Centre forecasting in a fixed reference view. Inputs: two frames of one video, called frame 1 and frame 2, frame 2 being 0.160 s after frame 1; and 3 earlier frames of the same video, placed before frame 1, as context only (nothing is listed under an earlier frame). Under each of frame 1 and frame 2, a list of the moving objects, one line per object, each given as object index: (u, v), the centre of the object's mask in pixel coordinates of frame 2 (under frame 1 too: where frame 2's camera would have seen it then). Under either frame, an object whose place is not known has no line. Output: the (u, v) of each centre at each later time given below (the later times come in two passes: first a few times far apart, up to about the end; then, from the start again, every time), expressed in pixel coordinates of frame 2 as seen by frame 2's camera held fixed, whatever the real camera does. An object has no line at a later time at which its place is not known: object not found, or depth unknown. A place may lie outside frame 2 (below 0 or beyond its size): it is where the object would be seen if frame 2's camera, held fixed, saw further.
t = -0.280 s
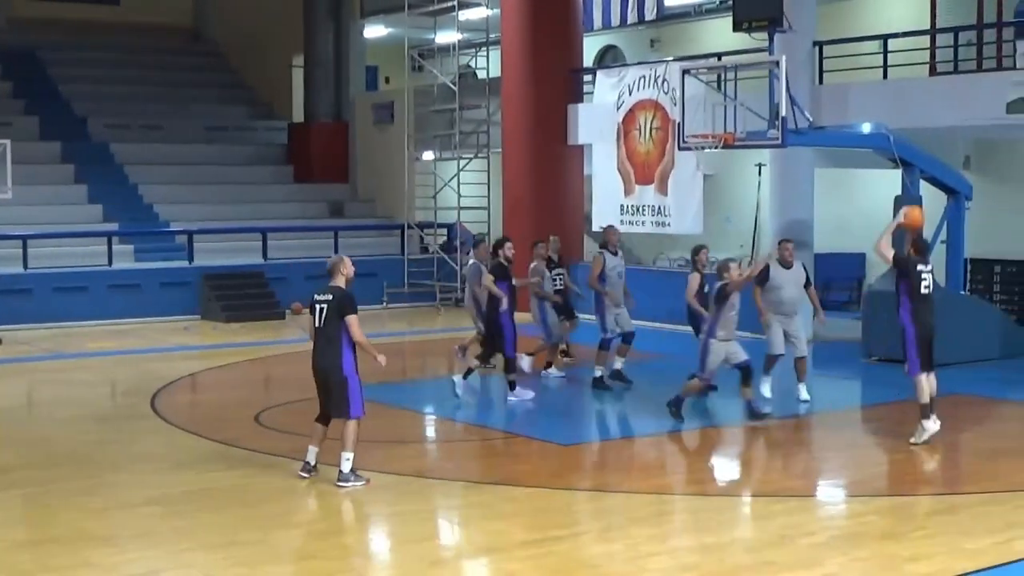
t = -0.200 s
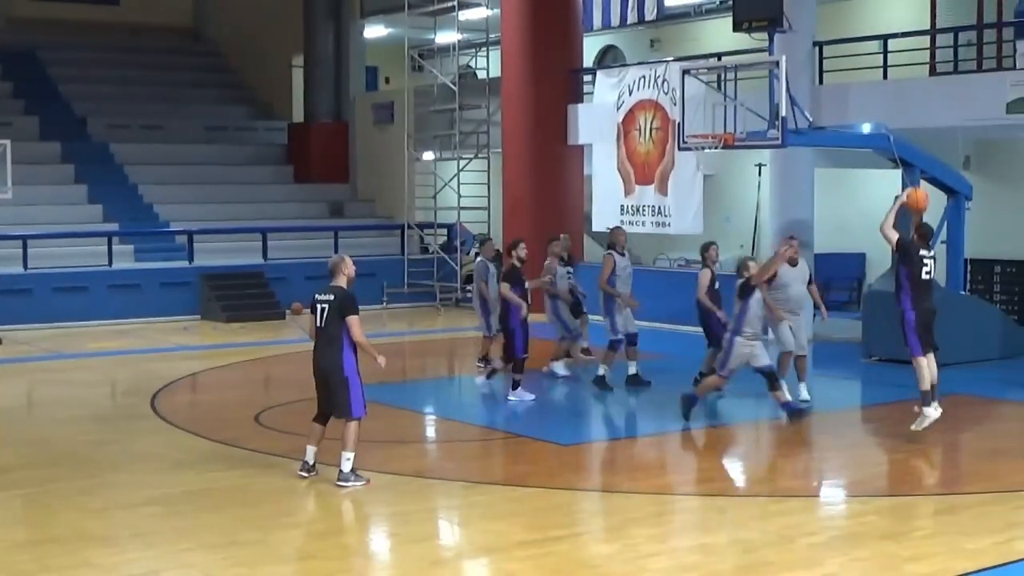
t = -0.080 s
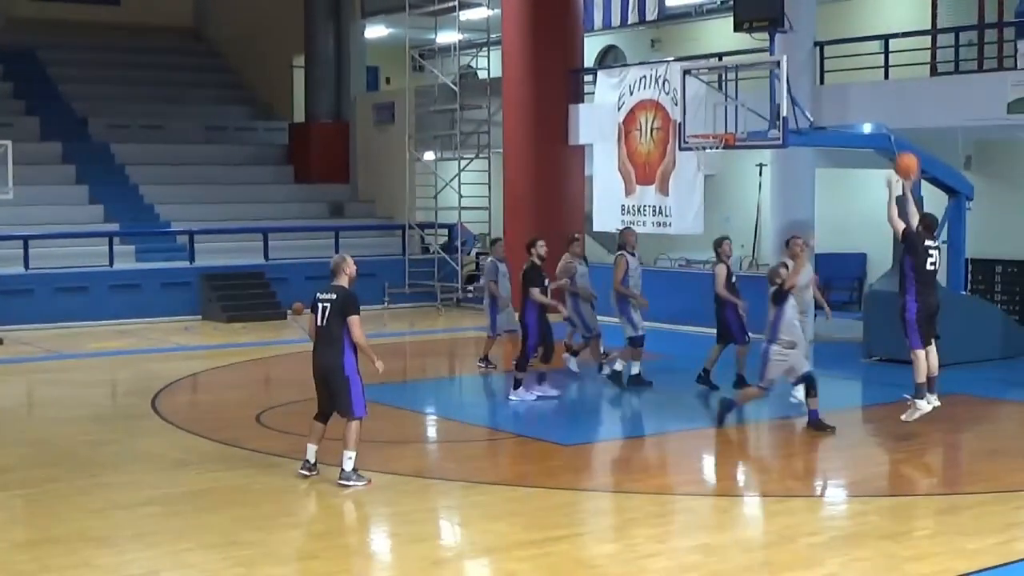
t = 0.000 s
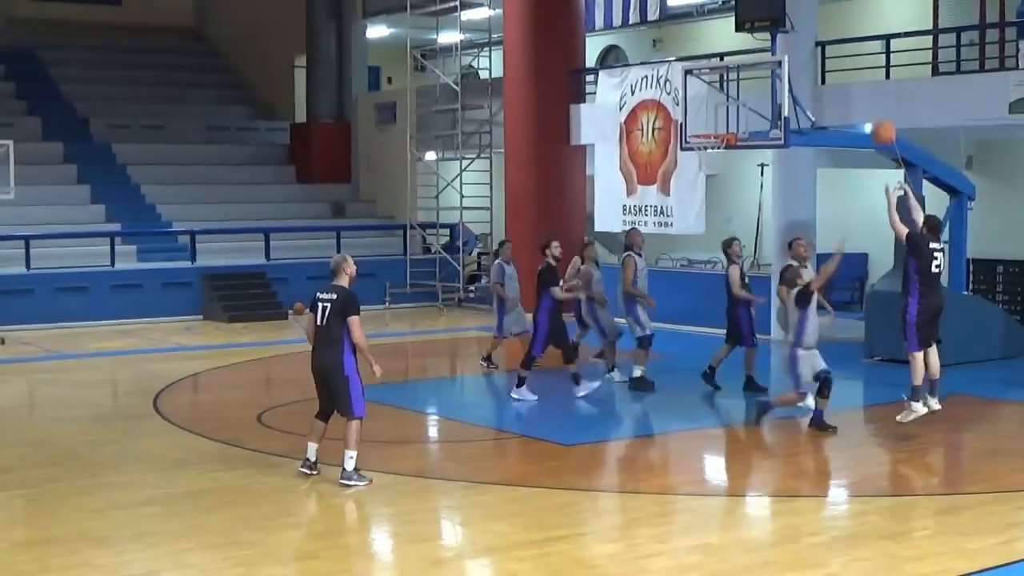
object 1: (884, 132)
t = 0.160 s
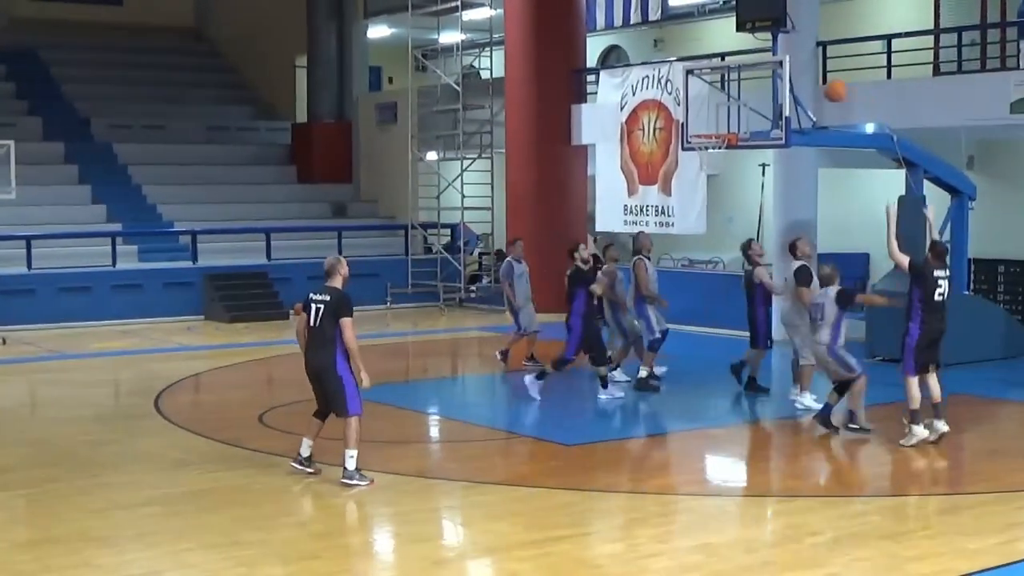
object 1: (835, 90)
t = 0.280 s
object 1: (803, 77)
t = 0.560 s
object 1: (736, 94)
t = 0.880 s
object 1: (726, 160)
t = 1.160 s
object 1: (732, 188)
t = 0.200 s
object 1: (825, 85)
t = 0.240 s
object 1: (814, 80)
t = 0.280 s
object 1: (803, 77)
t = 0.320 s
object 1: (793, 75)
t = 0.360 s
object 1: (783, 76)
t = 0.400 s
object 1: (773, 77)
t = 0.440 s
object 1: (763, 79)
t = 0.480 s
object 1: (754, 84)
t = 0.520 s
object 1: (744, 89)
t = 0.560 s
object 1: (736, 94)
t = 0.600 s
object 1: (728, 102)
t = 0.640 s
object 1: (720, 111)
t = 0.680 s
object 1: (711, 121)
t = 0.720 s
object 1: (703, 131)
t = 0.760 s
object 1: (704, 142)
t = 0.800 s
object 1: (717, 152)
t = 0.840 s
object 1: (723, 160)
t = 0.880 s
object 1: (726, 160)
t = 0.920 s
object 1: (727, 160)
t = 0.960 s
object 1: (728, 161)
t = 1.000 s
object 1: (729, 164)
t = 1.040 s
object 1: (730, 168)
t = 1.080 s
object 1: (730, 173)
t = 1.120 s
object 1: (731, 180)
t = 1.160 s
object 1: (732, 188)
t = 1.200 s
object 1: (734, 197)
